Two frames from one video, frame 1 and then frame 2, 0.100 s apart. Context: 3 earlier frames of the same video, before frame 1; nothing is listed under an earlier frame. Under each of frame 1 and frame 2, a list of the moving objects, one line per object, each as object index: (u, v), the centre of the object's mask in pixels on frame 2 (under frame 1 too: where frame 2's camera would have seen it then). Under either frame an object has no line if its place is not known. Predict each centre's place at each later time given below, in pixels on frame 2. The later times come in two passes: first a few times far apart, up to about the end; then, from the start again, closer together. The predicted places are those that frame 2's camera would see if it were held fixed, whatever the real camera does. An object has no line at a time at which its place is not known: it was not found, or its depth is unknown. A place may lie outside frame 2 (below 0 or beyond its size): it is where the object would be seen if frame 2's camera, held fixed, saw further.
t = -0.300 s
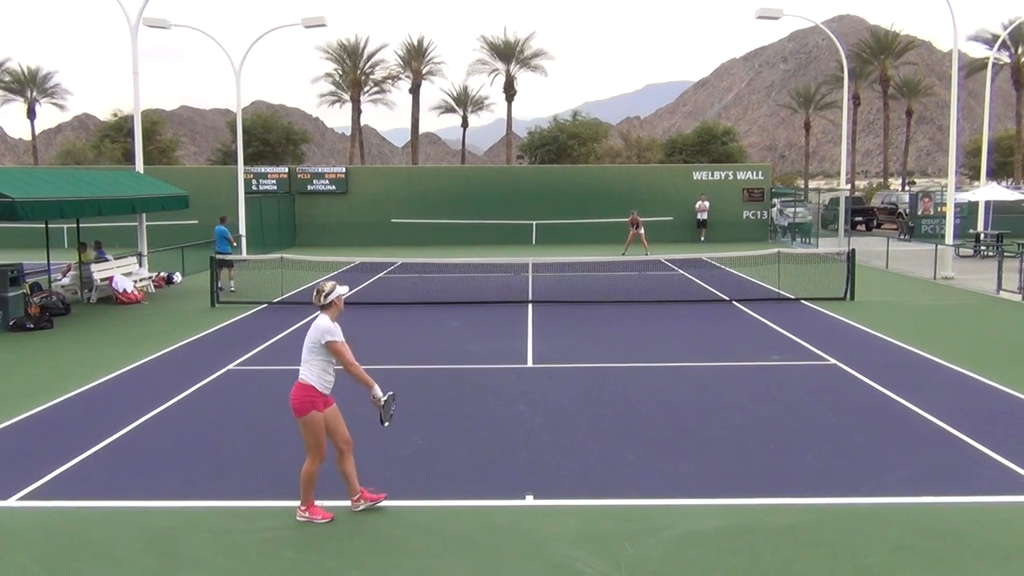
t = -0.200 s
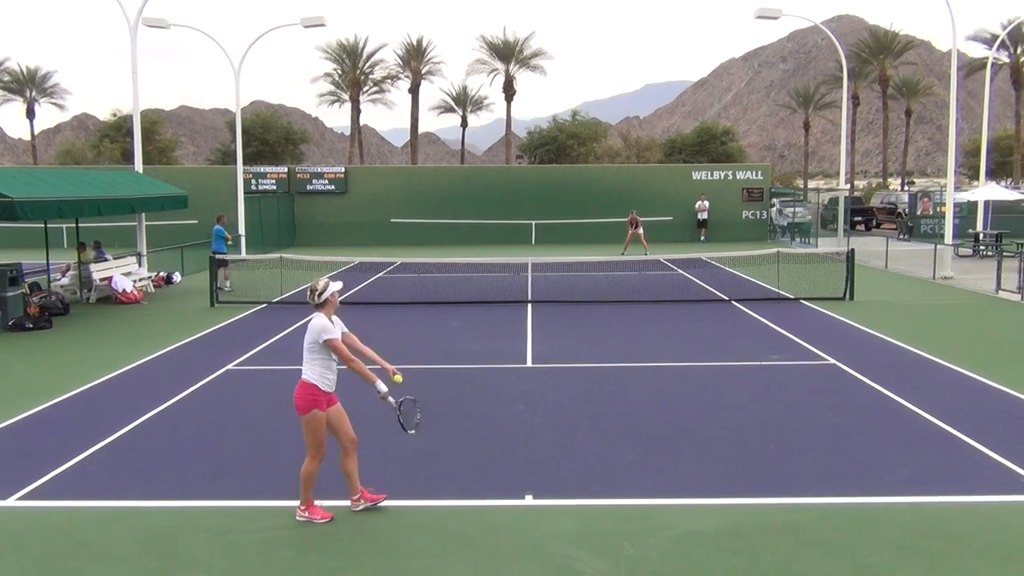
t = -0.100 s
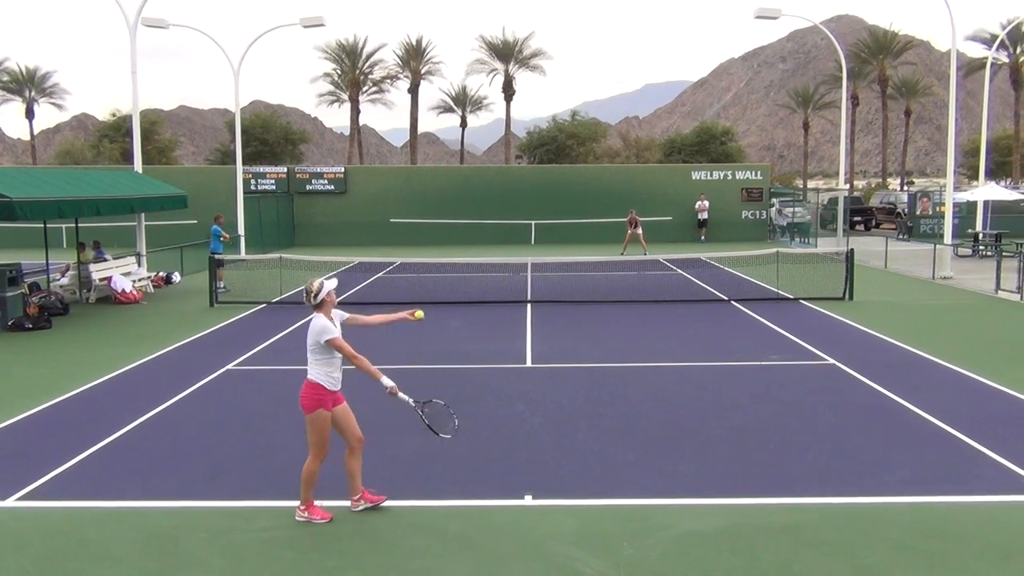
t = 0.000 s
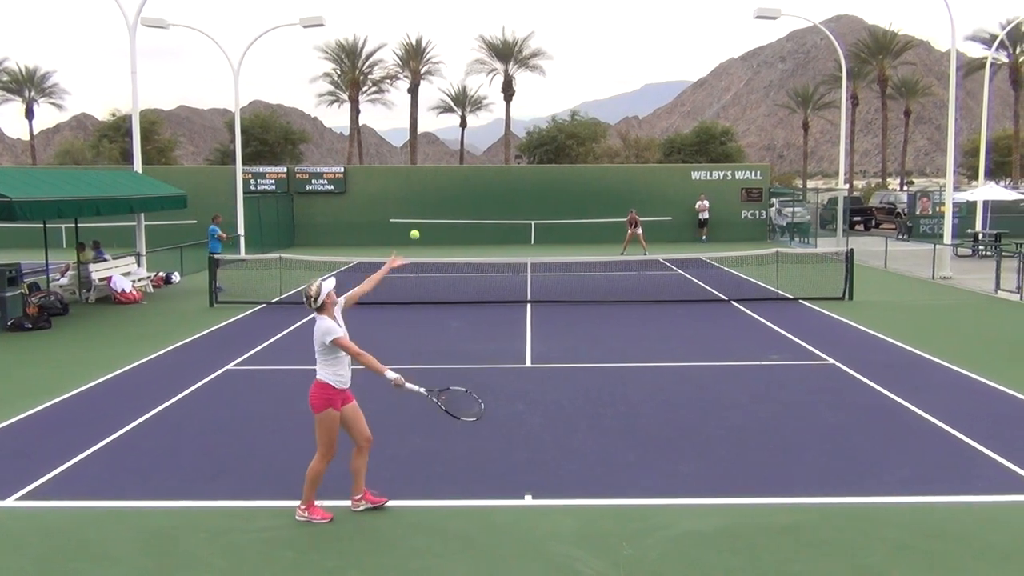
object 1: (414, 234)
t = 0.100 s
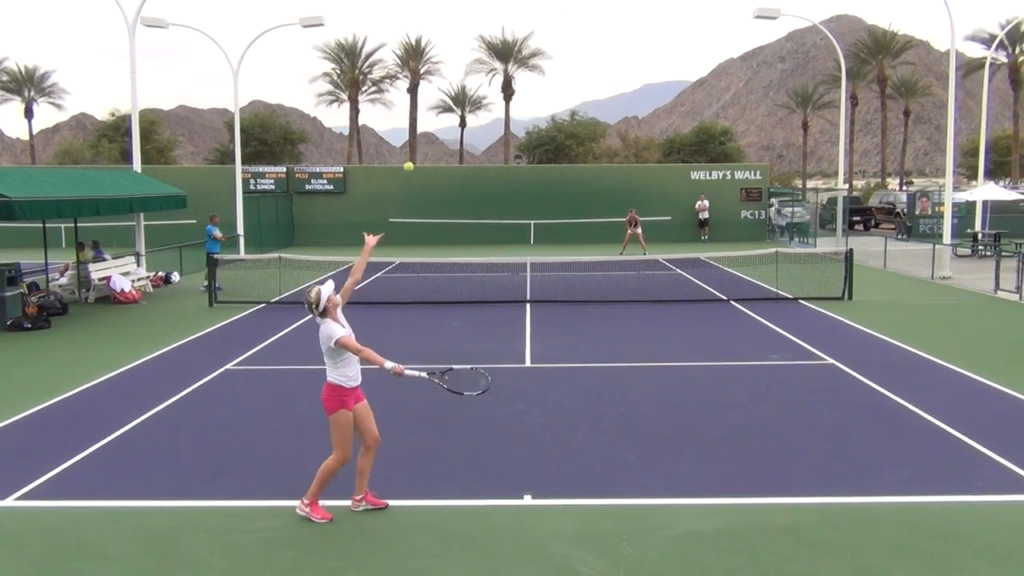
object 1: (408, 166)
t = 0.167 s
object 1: (405, 128)
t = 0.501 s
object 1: (390, 22)
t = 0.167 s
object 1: (405, 128)
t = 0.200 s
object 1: (403, 111)
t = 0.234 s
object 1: (401, 95)
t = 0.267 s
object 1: (399, 80)
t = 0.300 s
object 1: (398, 67)
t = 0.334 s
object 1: (397, 55)
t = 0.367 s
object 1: (395, 46)
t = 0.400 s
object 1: (394, 39)
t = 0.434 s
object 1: (392, 31)
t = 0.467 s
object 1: (391, 26)
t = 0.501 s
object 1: (390, 22)
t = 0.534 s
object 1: (388, 20)
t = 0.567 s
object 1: (387, 19)
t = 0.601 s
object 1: (386, 19)
